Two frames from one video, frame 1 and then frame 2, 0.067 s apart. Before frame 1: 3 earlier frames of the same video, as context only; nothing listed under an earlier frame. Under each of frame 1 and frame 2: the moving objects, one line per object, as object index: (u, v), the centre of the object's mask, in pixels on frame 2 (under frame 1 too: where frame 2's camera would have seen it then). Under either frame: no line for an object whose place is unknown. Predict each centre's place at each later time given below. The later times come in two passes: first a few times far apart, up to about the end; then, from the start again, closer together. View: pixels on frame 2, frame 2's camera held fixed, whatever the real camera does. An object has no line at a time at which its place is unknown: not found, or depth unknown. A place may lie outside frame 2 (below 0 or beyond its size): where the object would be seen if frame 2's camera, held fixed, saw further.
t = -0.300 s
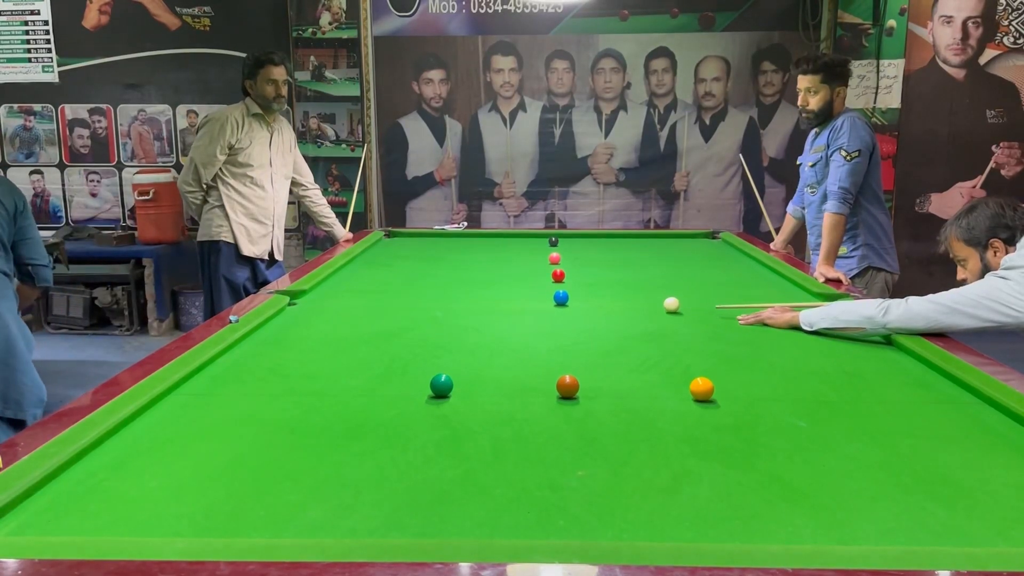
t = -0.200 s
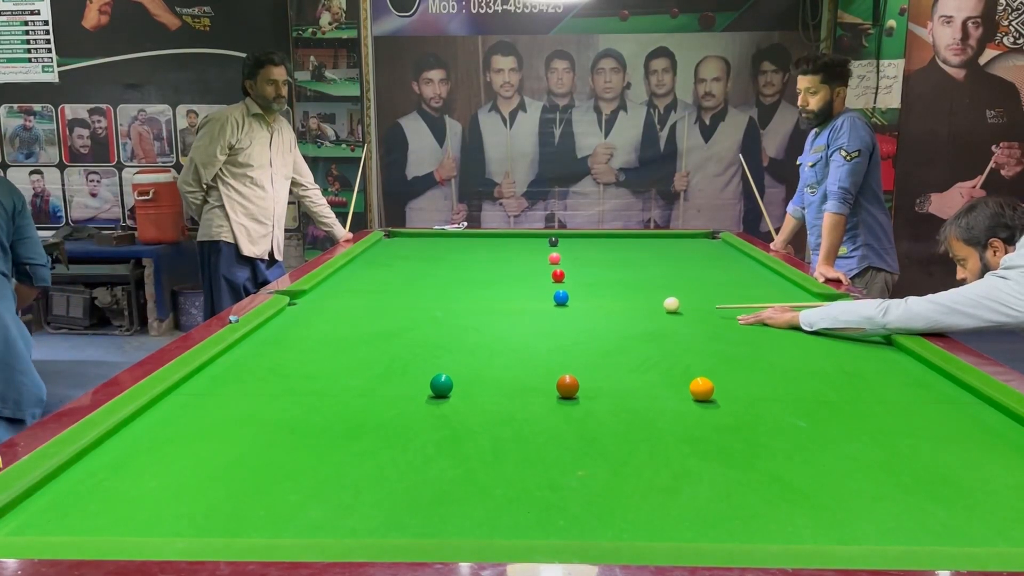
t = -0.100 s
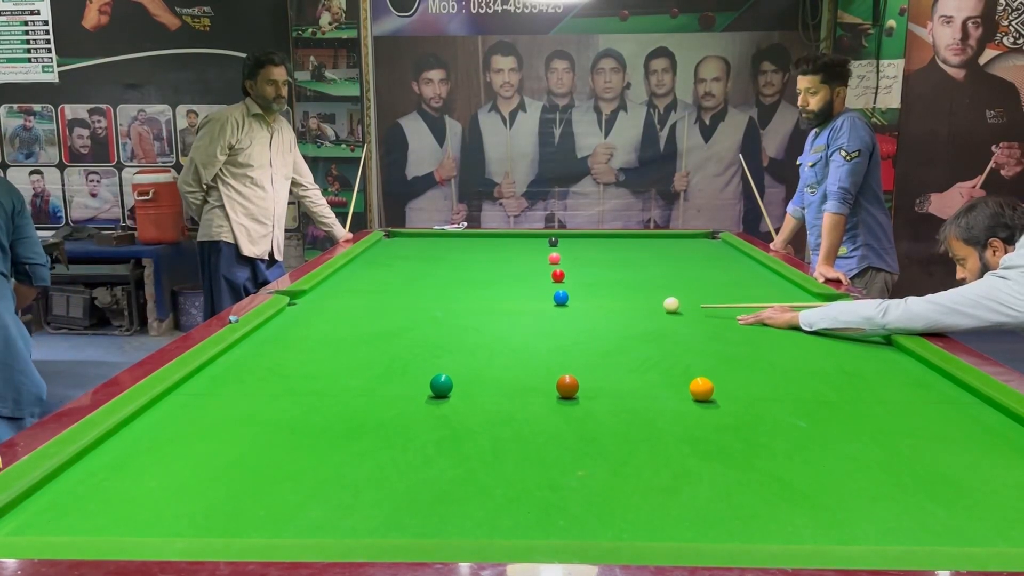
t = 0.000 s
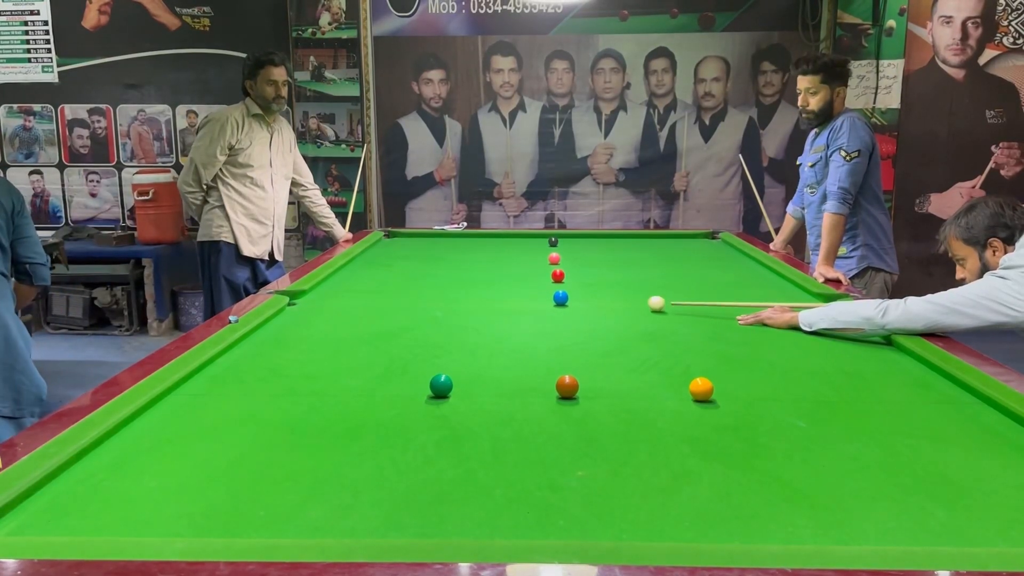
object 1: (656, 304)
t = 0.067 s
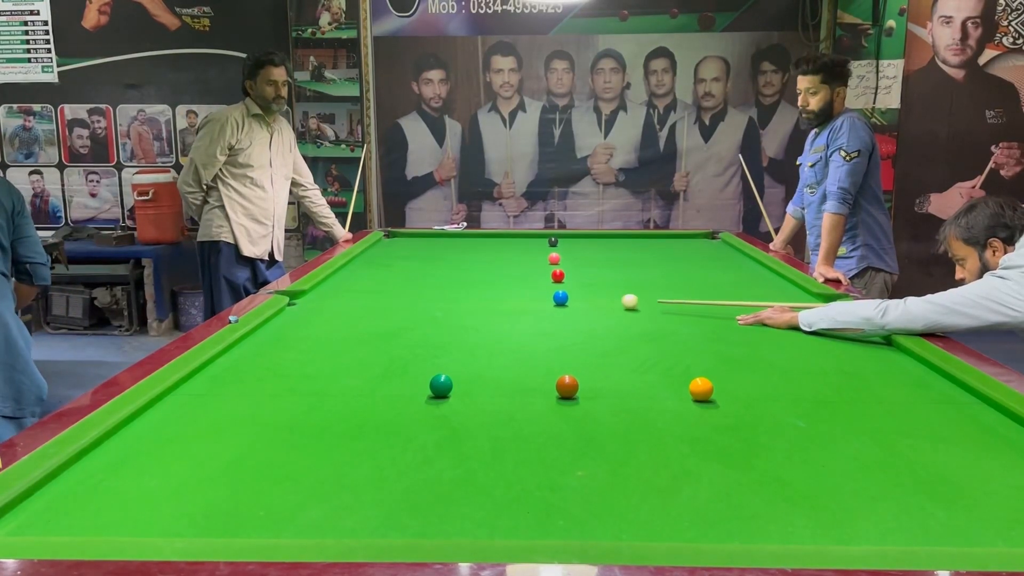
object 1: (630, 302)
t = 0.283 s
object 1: (574, 297)
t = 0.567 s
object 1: (555, 291)
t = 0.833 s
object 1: (539, 287)
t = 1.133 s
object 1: (523, 282)
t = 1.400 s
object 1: (510, 279)
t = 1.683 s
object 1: (499, 276)
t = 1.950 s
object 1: (490, 274)
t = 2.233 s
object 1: (482, 272)
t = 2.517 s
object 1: (475, 270)
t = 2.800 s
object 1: (470, 268)
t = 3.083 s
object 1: (466, 267)
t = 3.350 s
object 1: (464, 266)
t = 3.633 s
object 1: (462, 266)
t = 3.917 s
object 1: (461, 266)
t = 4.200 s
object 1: (461, 266)
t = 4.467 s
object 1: (462, 266)
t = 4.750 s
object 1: (462, 266)
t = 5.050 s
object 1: (462, 266)
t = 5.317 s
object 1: (462, 266)
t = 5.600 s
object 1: (461, 266)
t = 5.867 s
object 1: (461, 266)
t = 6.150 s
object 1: (462, 266)
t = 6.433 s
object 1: (462, 266)
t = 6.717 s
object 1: (462, 266)
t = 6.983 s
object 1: (462, 266)
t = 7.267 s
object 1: (462, 266)
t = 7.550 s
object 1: (462, 266)
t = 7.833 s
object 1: (462, 266)
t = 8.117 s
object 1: (461, 266)
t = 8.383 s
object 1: (461, 266)
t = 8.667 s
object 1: (461, 266)
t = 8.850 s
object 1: (462, 266)
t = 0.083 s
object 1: (623, 301)
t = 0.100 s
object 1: (618, 301)
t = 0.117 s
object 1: (612, 301)
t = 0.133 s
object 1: (607, 300)
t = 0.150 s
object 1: (602, 300)
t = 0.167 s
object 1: (596, 300)
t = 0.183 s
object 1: (591, 299)
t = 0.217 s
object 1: (581, 298)
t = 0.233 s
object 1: (576, 298)
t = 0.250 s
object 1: (575, 298)
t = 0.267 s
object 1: (575, 297)
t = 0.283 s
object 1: (574, 297)
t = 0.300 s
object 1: (573, 297)
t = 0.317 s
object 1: (572, 296)
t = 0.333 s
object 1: (571, 296)
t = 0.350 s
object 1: (570, 296)
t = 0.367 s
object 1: (569, 295)
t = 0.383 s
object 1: (567, 295)
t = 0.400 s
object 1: (567, 295)
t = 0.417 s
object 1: (565, 294)
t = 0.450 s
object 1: (563, 294)
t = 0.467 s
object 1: (562, 293)
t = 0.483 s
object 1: (561, 293)
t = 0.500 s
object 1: (559, 292)
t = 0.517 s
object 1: (558, 292)
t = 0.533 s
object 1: (557, 292)
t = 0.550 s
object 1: (556, 292)
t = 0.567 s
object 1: (555, 291)
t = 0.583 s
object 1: (554, 291)
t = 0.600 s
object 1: (553, 291)
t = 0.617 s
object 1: (552, 290)
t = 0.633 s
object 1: (551, 290)
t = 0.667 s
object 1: (549, 290)
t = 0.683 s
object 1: (548, 289)
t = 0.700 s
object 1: (547, 289)
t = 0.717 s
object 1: (546, 289)
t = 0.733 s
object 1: (545, 288)
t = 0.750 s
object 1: (544, 288)
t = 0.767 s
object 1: (543, 288)
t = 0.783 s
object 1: (541, 288)
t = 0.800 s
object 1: (541, 287)
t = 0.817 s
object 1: (540, 287)
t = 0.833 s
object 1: (539, 287)
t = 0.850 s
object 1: (538, 287)
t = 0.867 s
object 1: (537, 286)
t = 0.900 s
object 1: (535, 286)
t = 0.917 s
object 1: (534, 285)
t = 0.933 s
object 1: (533, 285)
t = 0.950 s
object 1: (532, 285)
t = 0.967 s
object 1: (531, 285)
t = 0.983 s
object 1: (530, 284)
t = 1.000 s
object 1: (530, 284)
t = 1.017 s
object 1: (529, 284)
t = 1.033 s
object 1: (528, 284)
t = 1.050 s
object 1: (527, 284)
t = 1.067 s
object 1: (526, 283)
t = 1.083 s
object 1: (525, 283)
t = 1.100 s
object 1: (524, 283)
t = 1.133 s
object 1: (523, 282)
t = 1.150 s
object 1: (522, 282)
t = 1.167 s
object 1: (521, 282)
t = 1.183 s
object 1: (520, 282)
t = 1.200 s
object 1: (520, 282)
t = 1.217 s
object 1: (519, 281)
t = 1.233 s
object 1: (518, 281)
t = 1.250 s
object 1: (517, 281)
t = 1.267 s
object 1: (516, 281)
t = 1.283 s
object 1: (516, 280)
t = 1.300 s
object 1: (515, 280)
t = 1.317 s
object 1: (514, 280)
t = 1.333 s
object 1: (513, 280)
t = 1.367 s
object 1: (512, 280)
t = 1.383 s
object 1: (511, 279)
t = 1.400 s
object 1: (510, 279)
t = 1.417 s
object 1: (510, 279)
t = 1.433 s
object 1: (509, 279)
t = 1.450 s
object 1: (508, 278)
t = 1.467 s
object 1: (508, 278)
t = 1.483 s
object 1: (507, 278)
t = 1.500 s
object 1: (506, 278)
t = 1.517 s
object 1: (506, 278)
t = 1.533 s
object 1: (505, 278)
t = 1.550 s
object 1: (504, 277)
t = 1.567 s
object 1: (504, 277)
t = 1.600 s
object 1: (502, 277)
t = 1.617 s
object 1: (502, 277)
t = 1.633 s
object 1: (501, 277)
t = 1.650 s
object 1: (500, 276)
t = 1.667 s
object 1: (500, 276)
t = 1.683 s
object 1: (499, 276)
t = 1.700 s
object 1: (499, 276)
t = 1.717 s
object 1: (498, 276)
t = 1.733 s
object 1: (497, 276)
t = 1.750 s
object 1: (497, 275)
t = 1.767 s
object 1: (496, 275)
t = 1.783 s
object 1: (496, 275)
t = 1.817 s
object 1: (494, 275)
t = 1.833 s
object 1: (494, 275)
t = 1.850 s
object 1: (493, 274)
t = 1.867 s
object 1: (493, 274)
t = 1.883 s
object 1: (492, 274)
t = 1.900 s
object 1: (492, 274)
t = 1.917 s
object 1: (491, 274)
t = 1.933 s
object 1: (490, 274)
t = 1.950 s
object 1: (490, 274)
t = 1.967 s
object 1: (489, 274)
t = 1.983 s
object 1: (489, 273)
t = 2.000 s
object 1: (488, 273)
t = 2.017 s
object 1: (488, 273)
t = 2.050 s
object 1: (487, 273)
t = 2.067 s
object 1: (486, 273)
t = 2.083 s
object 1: (486, 273)
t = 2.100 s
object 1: (485, 273)
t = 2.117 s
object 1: (485, 272)
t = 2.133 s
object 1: (485, 272)
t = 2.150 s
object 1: (484, 272)
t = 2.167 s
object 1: (483, 272)
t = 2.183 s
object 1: (483, 272)
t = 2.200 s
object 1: (483, 272)
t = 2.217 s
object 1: (482, 272)
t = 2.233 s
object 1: (482, 272)
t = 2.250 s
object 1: (481, 271)
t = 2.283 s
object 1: (480, 271)
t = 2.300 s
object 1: (480, 271)
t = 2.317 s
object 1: (479, 271)
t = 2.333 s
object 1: (479, 271)
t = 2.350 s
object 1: (479, 271)
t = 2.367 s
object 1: (478, 271)
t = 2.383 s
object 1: (478, 271)
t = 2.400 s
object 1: (478, 270)
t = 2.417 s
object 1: (477, 270)
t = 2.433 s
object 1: (477, 270)
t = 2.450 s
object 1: (476, 270)
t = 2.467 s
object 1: (476, 270)
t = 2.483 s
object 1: (476, 270)
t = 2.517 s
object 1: (475, 270)
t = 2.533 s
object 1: (475, 270)
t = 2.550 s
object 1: (475, 270)
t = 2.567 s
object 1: (474, 269)
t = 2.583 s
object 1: (474, 269)
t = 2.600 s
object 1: (473, 269)
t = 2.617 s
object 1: (473, 269)
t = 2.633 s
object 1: (473, 269)
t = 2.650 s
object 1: (473, 269)
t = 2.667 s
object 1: (472, 269)
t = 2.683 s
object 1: (472, 269)
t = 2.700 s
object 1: (472, 269)
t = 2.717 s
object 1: (471, 269)
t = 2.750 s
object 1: (471, 268)
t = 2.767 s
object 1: (471, 268)
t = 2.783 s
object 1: (470, 268)
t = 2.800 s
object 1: (470, 268)
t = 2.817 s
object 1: (470, 268)
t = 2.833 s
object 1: (470, 268)
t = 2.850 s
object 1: (469, 268)
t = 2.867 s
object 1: (469, 268)
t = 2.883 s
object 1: (469, 268)
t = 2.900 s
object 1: (469, 268)
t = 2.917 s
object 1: (468, 268)
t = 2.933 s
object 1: (468, 268)
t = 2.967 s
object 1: (468, 268)
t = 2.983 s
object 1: (467, 268)
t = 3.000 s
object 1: (467, 267)
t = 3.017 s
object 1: (467, 268)
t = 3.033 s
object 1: (467, 267)
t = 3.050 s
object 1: (467, 267)
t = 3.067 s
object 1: (466, 267)
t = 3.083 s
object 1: (466, 267)
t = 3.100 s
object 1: (466, 267)
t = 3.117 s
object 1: (466, 267)
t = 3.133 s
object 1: (466, 267)
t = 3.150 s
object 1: (465, 267)
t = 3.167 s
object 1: (465, 267)
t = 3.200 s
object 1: (465, 267)
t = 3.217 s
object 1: (465, 267)
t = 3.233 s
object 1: (465, 267)
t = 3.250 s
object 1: (464, 267)
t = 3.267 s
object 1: (464, 266)
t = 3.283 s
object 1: (464, 266)
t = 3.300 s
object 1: (464, 267)
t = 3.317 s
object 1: (464, 266)
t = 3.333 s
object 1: (464, 266)
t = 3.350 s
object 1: (464, 266)
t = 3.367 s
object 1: (463, 266)
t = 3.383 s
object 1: (463, 266)
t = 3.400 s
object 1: (463, 266)
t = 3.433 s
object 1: (463, 266)
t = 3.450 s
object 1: (463, 266)
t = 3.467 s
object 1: (463, 266)
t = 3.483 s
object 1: (463, 266)
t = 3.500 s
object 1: (462, 266)
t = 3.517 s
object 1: (462, 266)
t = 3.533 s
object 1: (462, 266)
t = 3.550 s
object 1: (462, 266)
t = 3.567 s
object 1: (462, 266)
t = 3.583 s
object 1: (462, 266)
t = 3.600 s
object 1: (462, 266)
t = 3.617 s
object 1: (462, 266)
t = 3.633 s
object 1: (462, 266)
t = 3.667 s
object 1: (462, 266)
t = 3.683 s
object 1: (462, 266)
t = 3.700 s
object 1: (462, 266)
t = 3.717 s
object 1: (462, 266)
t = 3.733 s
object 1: (462, 266)
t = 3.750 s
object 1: (462, 266)
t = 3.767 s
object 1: (462, 266)
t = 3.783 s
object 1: (462, 266)
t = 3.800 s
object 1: (461, 266)
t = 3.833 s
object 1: (461, 266)
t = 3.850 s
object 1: (461, 266)
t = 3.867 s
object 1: (461, 266)
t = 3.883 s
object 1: (461, 266)
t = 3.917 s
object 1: (461, 266)
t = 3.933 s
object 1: (461, 266)
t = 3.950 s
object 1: (461, 266)
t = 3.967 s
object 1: (461, 266)
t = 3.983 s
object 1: (461, 266)
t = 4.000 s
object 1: (462, 266)
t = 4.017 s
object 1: (462, 266)
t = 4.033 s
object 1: (462, 266)
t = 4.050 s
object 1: (461, 266)
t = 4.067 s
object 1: (461, 266)
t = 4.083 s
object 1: (461, 266)
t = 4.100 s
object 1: (461, 266)
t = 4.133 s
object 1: (462, 266)
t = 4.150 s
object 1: (462, 266)
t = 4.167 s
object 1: (462, 266)
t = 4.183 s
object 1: (462, 266)
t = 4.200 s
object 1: (461, 266)
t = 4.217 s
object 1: (461, 266)
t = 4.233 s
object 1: (461, 266)
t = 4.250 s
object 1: (462, 266)
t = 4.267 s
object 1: (462, 266)
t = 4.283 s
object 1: (462, 266)
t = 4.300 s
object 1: (461, 266)
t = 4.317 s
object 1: (461, 266)
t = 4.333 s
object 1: (462, 266)
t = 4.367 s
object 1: (462, 266)
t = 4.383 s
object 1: (462, 266)
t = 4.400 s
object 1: (462, 266)
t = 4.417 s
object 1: (462, 266)
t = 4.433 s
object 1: (462, 266)
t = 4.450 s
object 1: (461, 266)
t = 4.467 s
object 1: (462, 266)
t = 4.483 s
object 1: (462, 266)
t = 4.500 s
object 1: (462, 266)
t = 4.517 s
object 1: (462, 266)
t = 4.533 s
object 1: (462, 266)
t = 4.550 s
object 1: (461, 266)
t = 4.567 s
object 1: (461, 266)
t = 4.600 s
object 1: (461, 266)
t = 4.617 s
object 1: (461, 266)
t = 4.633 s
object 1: (461, 266)
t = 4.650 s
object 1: (462, 266)
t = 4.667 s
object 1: (462, 266)
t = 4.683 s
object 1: (462, 266)
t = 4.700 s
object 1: (462, 266)
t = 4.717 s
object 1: (461, 266)
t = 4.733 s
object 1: (462, 266)
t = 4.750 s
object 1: (462, 266)
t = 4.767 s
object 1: (462, 266)
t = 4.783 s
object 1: (462, 266)
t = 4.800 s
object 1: (462, 266)
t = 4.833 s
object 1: (462, 266)
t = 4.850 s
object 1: (462, 266)
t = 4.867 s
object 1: (461, 266)
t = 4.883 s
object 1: (461, 266)
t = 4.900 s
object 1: (461, 266)
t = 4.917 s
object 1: (461, 266)
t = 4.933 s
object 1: (462, 266)
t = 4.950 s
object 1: (461, 266)
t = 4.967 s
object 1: (462, 266)
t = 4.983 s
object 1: (462, 266)
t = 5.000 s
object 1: (462, 266)
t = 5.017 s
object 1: (462, 266)
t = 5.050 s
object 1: (462, 266)
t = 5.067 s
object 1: (462, 266)
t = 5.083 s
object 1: (462, 266)
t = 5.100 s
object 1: (462, 266)
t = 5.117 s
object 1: (462, 266)
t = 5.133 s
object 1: (462, 266)
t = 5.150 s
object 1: (462, 266)
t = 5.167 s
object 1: (462, 266)
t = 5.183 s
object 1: (462, 266)
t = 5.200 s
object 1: (462, 266)
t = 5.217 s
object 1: (462, 266)
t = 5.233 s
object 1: (462, 266)
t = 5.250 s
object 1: (462, 266)
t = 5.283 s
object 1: (461, 266)
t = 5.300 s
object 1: (462, 266)
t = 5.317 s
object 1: (462, 266)
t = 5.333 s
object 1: (462, 266)
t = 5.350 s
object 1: (462, 266)
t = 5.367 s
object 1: (462, 266)
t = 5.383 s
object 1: (462, 266)
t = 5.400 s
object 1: (462, 266)
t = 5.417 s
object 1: (462, 266)
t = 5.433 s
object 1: (462, 266)
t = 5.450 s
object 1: (462, 266)
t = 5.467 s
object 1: (462, 266)
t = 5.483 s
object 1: (462, 266)
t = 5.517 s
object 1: (462, 266)
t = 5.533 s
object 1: (461, 266)
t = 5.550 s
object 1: (462, 266)
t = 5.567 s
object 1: (461, 266)
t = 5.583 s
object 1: (462, 266)
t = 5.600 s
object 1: (461, 266)
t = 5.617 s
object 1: (461, 266)
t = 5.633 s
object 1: (462, 266)
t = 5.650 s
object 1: (462, 266)
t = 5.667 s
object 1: (462, 266)
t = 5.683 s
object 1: (462, 266)
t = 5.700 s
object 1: (461, 266)
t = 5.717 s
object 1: (461, 266)
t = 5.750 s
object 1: (462, 266)
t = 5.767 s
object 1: (461, 266)
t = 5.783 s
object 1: (461, 266)
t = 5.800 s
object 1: (461, 266)
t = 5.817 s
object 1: (462, 266)
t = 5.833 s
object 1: (462, 266)
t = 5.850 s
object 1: (462, 266)
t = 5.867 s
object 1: (461, 266)
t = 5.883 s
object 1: (462, 266)
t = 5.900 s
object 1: (462, 266)
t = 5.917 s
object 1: (462, 266)
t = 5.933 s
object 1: (462, 266)
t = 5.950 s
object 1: (462, 266)
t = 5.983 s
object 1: (462, 266)
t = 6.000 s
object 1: (462, 266)
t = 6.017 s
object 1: (462, 266)
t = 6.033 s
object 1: (462, 266)
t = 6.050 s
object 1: (462, 266)
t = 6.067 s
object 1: (462, 266)
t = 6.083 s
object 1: (462, 266)
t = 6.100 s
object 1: (462, 266)
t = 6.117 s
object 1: (462, 266)
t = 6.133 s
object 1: (462, 266)
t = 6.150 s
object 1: (462, 266)
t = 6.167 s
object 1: (462, 266)
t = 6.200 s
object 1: (462, 266)
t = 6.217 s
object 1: (462, 266)
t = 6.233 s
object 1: (462, 266)
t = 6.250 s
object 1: (462, 266)
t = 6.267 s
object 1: (462, 266)
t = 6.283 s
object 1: (462, 266)
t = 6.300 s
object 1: (462, 266)
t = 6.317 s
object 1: (462, 266)
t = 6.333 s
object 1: (462, 266)
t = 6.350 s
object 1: (462, 266)
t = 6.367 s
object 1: (462, 266)
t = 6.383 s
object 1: (462, 266)
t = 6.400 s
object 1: (462, 266)
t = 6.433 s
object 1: (462, 266)
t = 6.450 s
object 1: (462, 266)
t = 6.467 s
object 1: (462, 266)
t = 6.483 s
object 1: (462, 266)
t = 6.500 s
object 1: (462, 266)
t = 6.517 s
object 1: (462, 266)
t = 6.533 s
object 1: (462, 266)
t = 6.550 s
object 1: (462, 266)
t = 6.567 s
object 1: (462, 266)
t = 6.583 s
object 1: (462, 266)
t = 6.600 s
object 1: (462, 266)
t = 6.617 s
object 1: (462, 266)
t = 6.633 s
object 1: (462, 266)
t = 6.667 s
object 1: (462, 266)
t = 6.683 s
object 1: (462, 266)
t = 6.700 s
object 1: (462, 266)
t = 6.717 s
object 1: (462, 266)
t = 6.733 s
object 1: (462, 266)
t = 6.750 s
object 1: (462, 266)
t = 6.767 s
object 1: (462, 266)
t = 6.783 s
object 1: (462, 266)
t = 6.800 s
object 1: (462, 266)
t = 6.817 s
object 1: (462, 266)
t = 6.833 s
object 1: (462, 266)
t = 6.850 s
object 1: (462, 266)
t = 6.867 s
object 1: (462, 266)
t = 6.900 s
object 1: (462, 266)
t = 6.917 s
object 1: (462, 266)
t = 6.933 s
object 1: (462, 266)
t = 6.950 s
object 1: (462, 266)
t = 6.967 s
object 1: (462, 266)
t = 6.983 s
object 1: (462, 266)
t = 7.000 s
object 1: (462, 266)
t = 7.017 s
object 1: (462, 266)
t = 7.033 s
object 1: (462, 266)
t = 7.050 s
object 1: (462, 266)
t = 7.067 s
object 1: (462, 266)
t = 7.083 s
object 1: (462, 266)
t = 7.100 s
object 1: (462, 266)
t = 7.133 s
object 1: (462, 266)
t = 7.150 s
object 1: (462, 266)
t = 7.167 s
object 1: (462, 266)
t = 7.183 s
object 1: (462, 266)
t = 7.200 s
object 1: (462, 266)
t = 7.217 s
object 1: (462, 266)
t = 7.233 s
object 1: (462, 266)
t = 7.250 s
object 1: (462, 266)
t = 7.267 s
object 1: (462, 266)
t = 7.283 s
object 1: (462, 266)
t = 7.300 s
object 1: (462, 266)
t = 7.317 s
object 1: (462, 266)
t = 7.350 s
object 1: (462, 266)
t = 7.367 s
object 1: (462, 266)
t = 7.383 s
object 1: (462, 266)
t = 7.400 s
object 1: (462, 266)
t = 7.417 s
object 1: (462, 266)
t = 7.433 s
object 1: (462, 266)
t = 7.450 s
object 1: (462, 266)
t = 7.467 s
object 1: (462, 266)
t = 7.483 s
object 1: (462, 266)
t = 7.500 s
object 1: (462, 266)
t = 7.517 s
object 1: (462, 266)
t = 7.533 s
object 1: (462, 266)
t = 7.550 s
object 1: (462, 266)
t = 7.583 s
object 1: (462, 266)
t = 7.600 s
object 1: (462, 266)
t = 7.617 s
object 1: (462, 266)
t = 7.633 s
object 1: (462, 266)
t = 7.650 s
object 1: (462, 266)
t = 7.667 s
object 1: (462, 266)
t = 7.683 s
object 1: (462, 266)
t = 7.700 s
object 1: (462, 266)
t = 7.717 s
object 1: (462, 266)
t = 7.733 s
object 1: (462, 266)
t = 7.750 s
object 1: (462, 266)
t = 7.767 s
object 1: (462, 266)
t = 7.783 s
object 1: (461, 266)
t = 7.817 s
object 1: (462, 266)
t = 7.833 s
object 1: (462, 266)
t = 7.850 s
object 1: (462, 266)
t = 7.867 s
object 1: (462, 266)
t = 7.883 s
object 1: (462, 266)
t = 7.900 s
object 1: (462, 266)
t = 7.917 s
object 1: (462, 266)
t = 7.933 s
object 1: (462, 266)
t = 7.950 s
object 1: (462, 266)
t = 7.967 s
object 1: (462, 266)
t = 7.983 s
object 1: (462, 266)
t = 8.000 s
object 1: (462, 266)
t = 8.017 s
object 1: (462, 266)
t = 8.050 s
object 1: (462, 266)
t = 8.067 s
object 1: (461, 266)
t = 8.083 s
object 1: (461, 266)
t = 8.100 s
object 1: (461, 266)
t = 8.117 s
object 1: (461, 266)
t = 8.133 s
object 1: (461, 266)
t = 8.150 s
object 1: (462, 266)
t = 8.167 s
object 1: (462, 266)
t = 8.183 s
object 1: (462, 266)
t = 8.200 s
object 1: (462, 266)
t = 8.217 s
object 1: (462, 266)
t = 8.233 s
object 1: (462, 266)
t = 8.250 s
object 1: (462, 266)
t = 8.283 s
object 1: (462, 266)
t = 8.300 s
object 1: (461, 266)
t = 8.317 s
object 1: (461, 266)
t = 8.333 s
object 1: (461, 266)
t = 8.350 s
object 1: (461, 266)
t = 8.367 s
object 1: (461, 266)
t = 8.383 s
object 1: (461, 266)
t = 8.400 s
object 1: (462, 266)
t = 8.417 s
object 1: (462, 266)
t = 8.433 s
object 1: (461, 266)
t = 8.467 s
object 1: (462, 266)
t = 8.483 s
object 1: (462, 266)
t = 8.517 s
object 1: (461, 266)
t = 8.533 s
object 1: (461, 266)
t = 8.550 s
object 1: (461, 266)
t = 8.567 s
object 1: (461, 266)
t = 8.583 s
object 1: (461, 266)
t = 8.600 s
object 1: (461, 266)
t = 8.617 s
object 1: (461, 266)
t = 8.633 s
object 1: (462, 266)
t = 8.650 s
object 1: (461, 266)
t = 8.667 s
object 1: (461, 266)
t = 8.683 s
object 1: (462, 266)
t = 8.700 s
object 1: (461, 266)
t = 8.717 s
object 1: (461, 266)
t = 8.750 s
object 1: (462, 266)
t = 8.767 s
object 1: (462, 266)
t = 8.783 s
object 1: (462, 266)
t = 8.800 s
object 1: (462, 266)
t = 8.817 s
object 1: (462, 266)
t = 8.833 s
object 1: (462, 266)
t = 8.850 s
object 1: (462, 266)
